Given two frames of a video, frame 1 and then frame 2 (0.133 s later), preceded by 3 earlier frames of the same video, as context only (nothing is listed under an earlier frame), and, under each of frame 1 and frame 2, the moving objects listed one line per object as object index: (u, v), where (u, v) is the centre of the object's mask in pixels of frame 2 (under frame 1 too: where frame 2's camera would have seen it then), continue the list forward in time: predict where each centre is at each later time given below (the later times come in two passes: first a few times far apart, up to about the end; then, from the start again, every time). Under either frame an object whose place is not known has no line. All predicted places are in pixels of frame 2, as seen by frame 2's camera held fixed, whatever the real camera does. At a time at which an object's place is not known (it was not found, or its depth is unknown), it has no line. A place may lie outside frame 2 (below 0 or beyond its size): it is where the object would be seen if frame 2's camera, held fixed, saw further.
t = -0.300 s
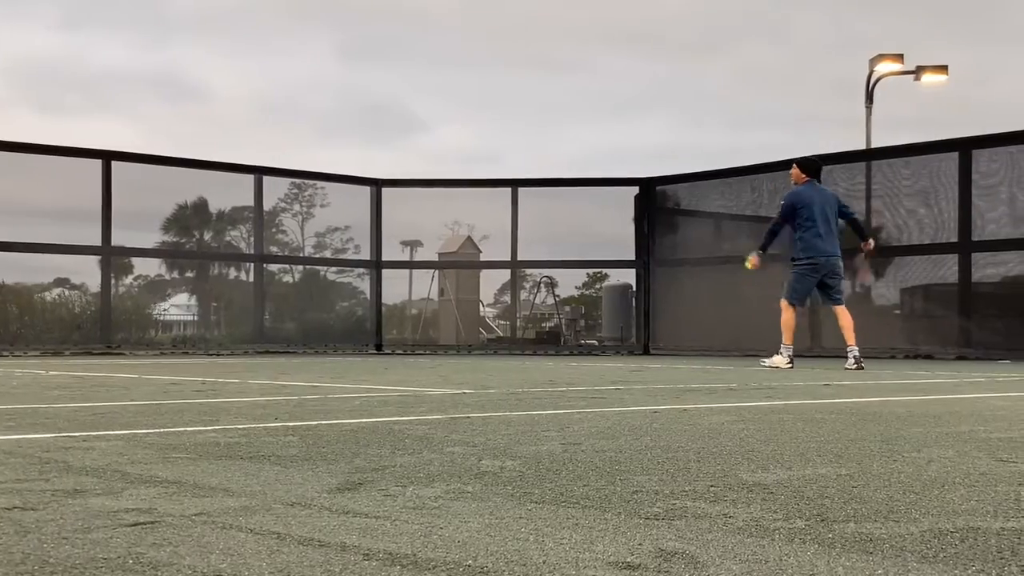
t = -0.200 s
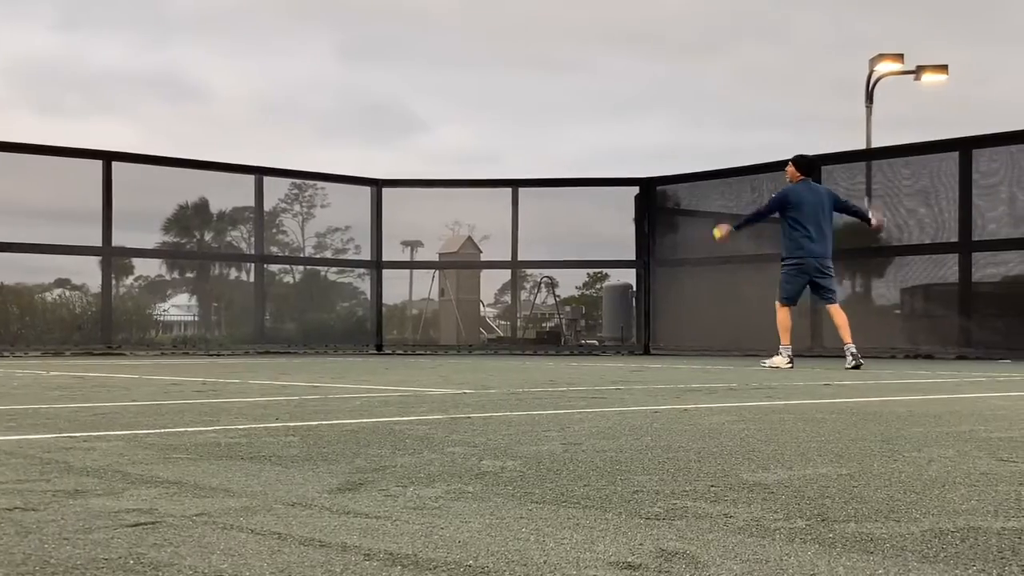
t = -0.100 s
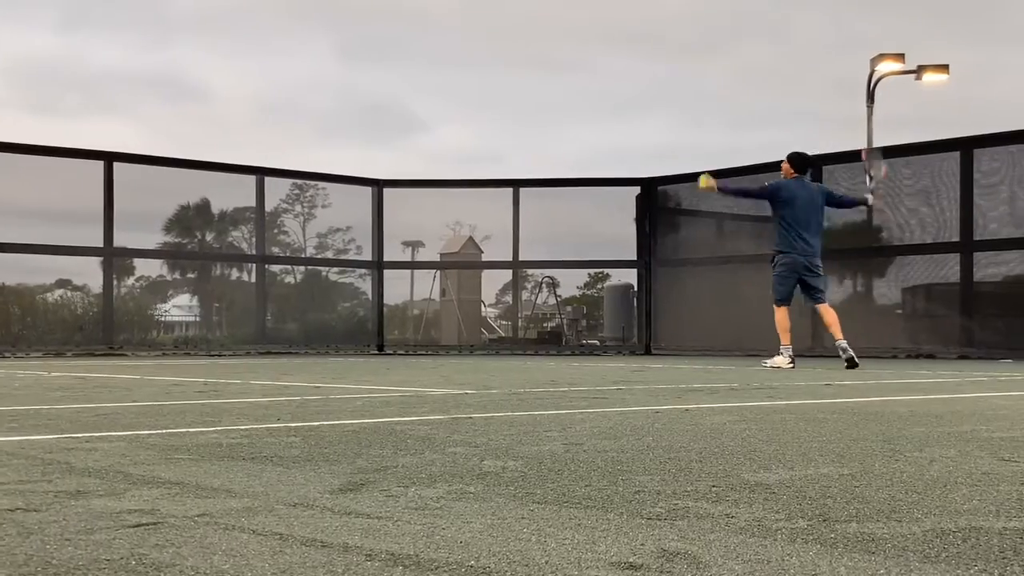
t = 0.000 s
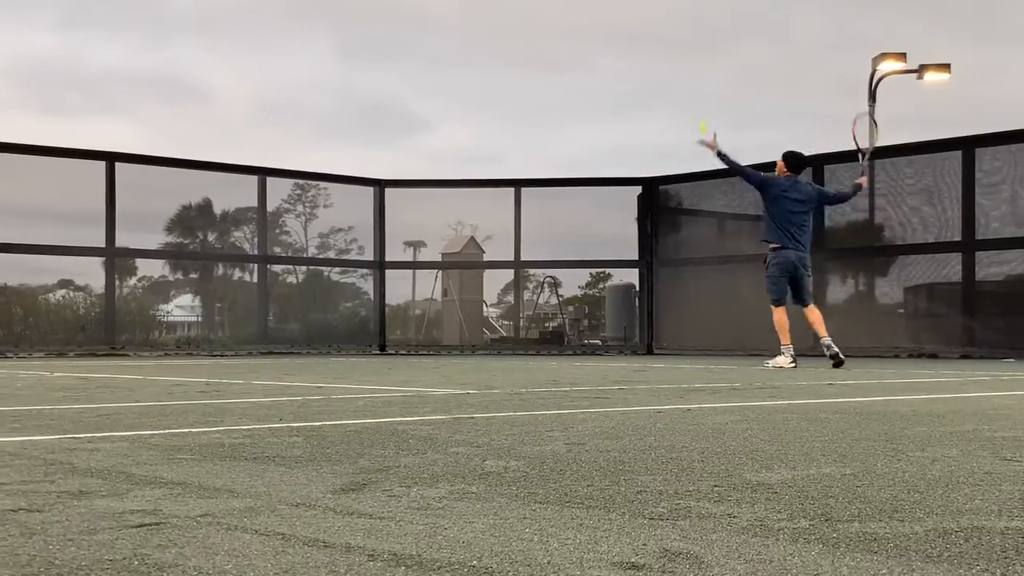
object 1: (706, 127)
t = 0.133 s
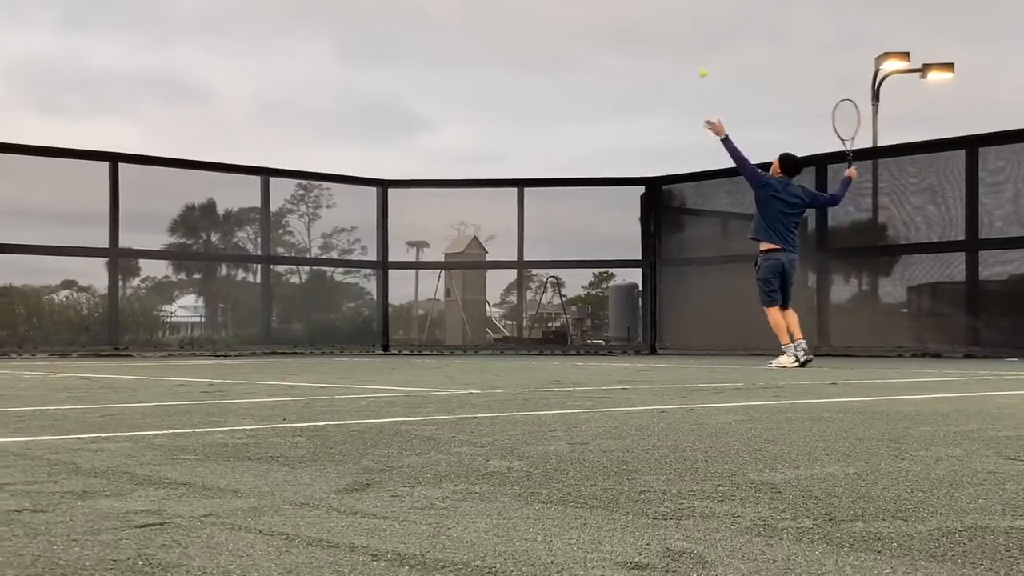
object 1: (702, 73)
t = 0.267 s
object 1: (698, 39)
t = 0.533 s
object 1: (691, 33)
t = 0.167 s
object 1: (701, 63)
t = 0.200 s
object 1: (700, 55)
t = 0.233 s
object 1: (700, 45)
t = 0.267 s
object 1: (698, 39)
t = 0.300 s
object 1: (698, 34)
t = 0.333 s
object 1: (697, 31)
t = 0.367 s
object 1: (696, 28)
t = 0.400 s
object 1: (695, 26)
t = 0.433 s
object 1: (694, 26)
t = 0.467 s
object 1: (693, 27)
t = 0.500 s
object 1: (692, 30)
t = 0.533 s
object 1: (691, 33)
